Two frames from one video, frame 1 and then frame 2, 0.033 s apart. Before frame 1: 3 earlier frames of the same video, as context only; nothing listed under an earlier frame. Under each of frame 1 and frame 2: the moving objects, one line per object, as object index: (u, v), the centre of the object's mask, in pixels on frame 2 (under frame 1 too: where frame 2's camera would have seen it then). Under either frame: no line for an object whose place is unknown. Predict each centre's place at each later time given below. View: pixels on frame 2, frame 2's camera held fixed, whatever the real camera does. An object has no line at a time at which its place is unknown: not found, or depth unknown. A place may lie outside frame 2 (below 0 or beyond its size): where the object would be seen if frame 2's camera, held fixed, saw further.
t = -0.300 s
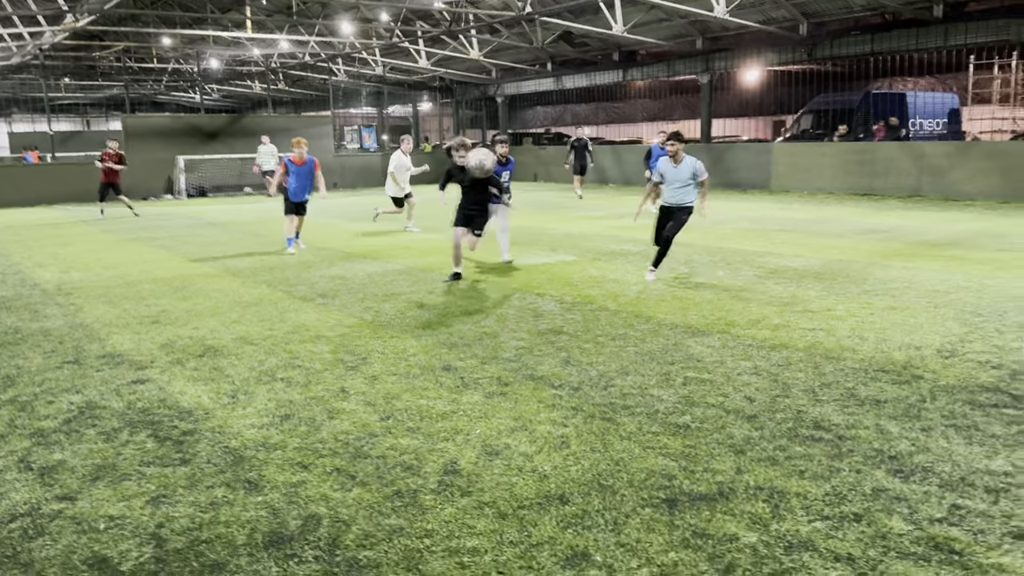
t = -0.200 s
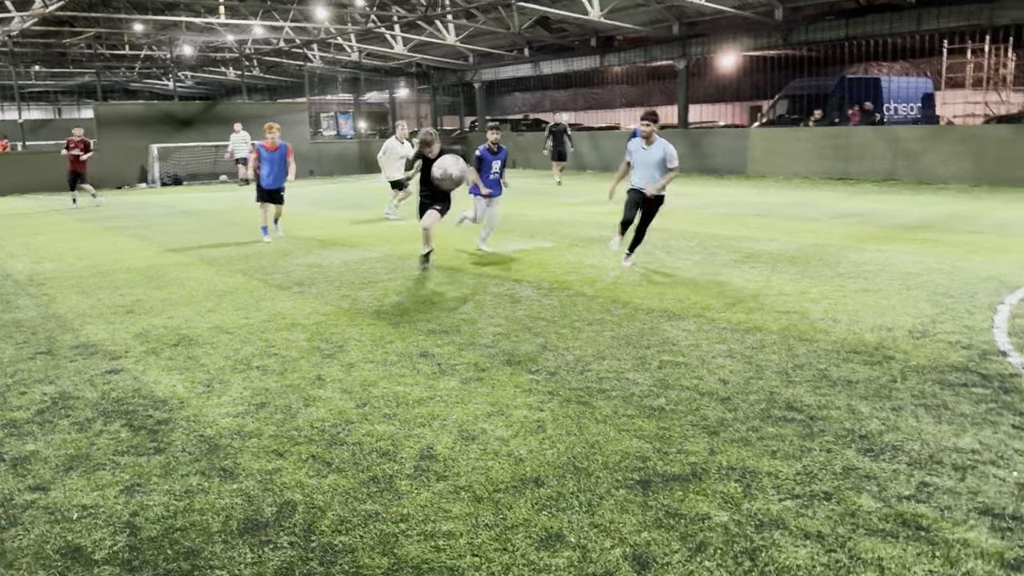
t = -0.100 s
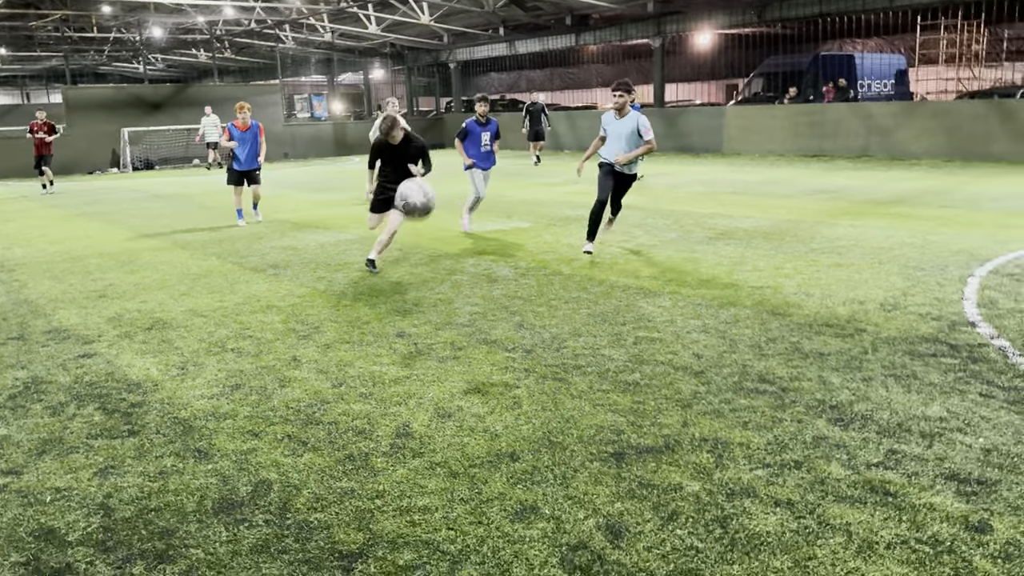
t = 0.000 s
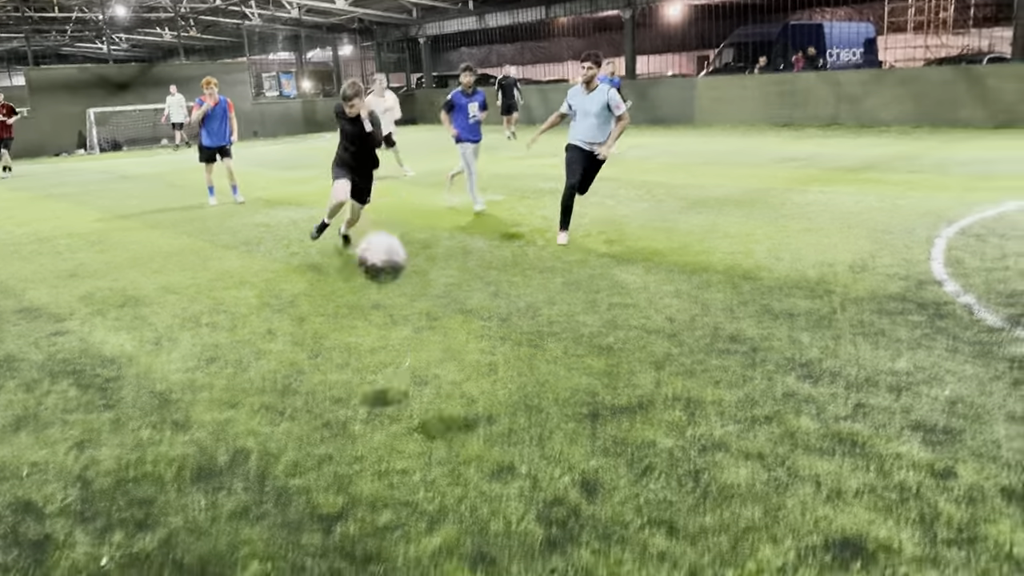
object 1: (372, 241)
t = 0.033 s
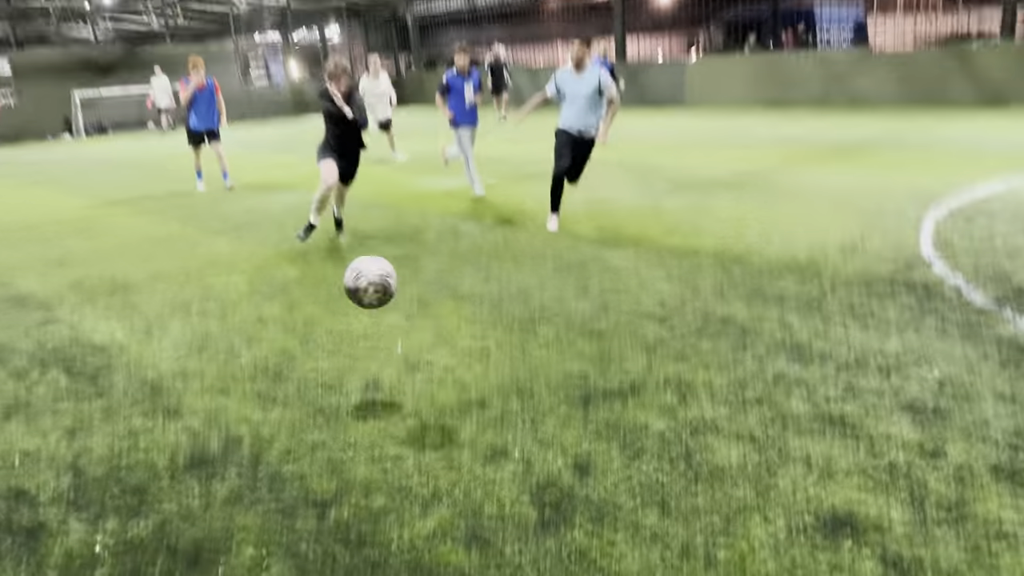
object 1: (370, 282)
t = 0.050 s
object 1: (370, 310)
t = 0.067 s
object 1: (369, 333)
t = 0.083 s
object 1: (369, 361)
